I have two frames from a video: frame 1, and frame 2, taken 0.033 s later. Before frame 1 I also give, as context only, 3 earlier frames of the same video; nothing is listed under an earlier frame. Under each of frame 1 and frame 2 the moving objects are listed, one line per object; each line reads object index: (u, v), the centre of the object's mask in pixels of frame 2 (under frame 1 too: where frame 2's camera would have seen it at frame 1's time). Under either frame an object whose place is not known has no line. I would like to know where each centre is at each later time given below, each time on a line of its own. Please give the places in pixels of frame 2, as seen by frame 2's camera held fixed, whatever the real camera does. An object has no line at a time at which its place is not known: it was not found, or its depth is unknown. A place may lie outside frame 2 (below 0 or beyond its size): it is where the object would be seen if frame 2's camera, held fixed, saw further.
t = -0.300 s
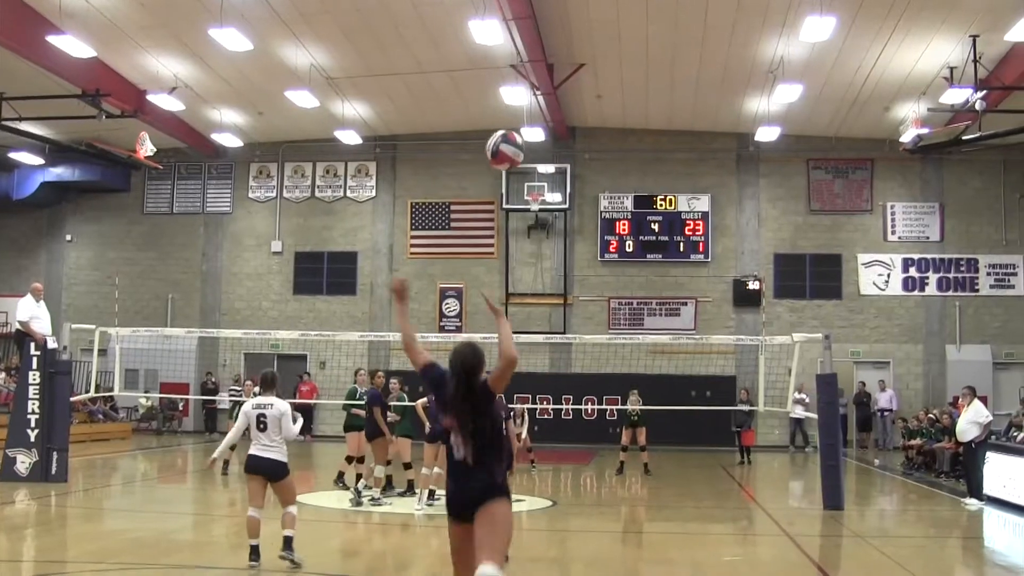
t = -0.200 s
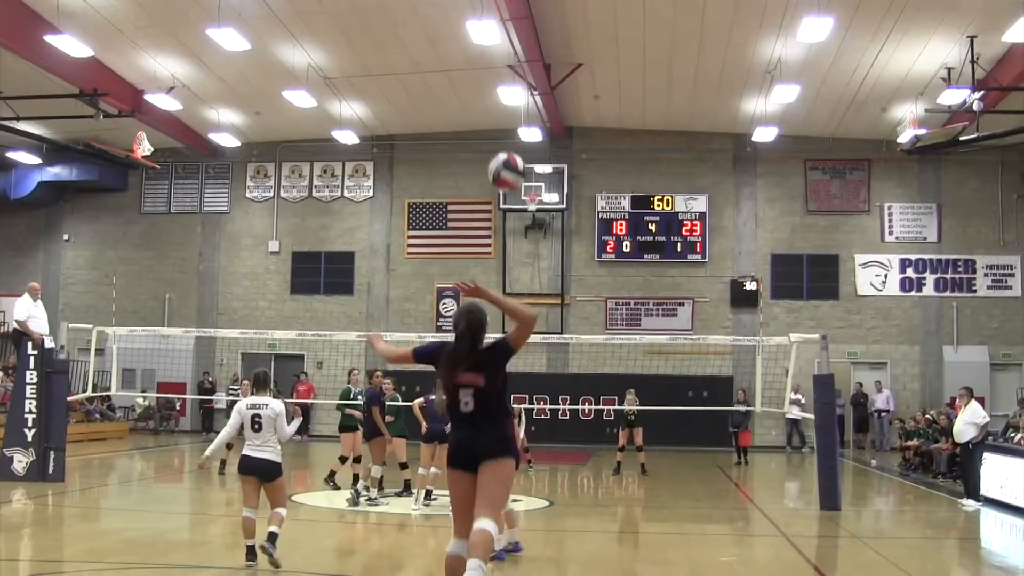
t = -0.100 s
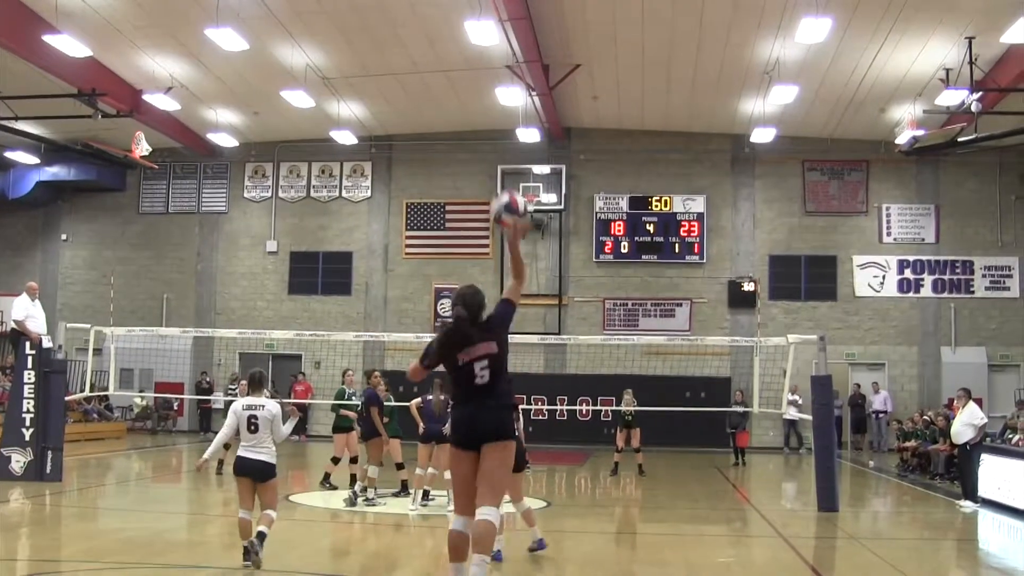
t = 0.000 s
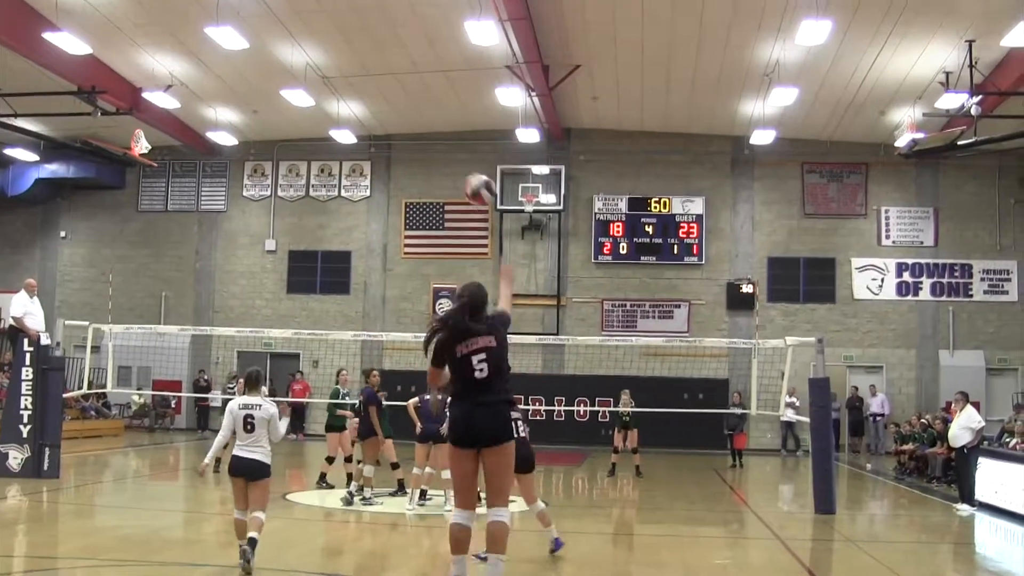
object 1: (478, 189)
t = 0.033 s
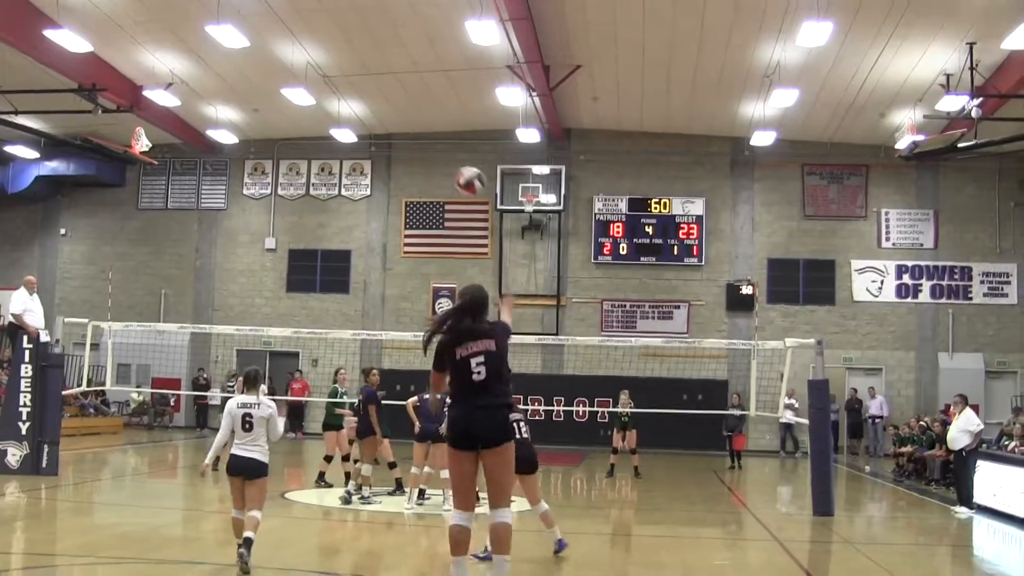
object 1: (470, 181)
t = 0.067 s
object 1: (460, 175)
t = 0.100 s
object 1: (453, 172)
